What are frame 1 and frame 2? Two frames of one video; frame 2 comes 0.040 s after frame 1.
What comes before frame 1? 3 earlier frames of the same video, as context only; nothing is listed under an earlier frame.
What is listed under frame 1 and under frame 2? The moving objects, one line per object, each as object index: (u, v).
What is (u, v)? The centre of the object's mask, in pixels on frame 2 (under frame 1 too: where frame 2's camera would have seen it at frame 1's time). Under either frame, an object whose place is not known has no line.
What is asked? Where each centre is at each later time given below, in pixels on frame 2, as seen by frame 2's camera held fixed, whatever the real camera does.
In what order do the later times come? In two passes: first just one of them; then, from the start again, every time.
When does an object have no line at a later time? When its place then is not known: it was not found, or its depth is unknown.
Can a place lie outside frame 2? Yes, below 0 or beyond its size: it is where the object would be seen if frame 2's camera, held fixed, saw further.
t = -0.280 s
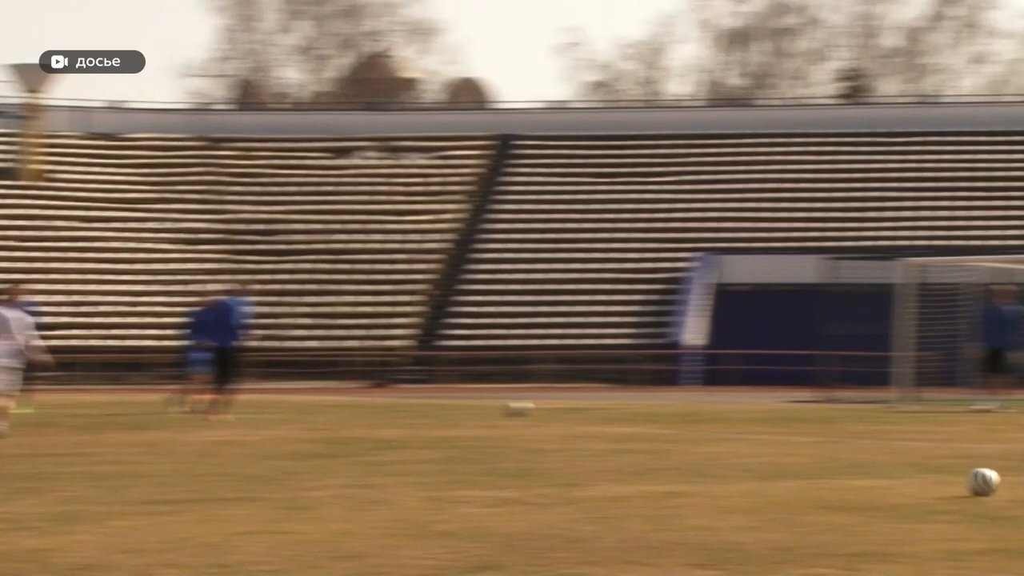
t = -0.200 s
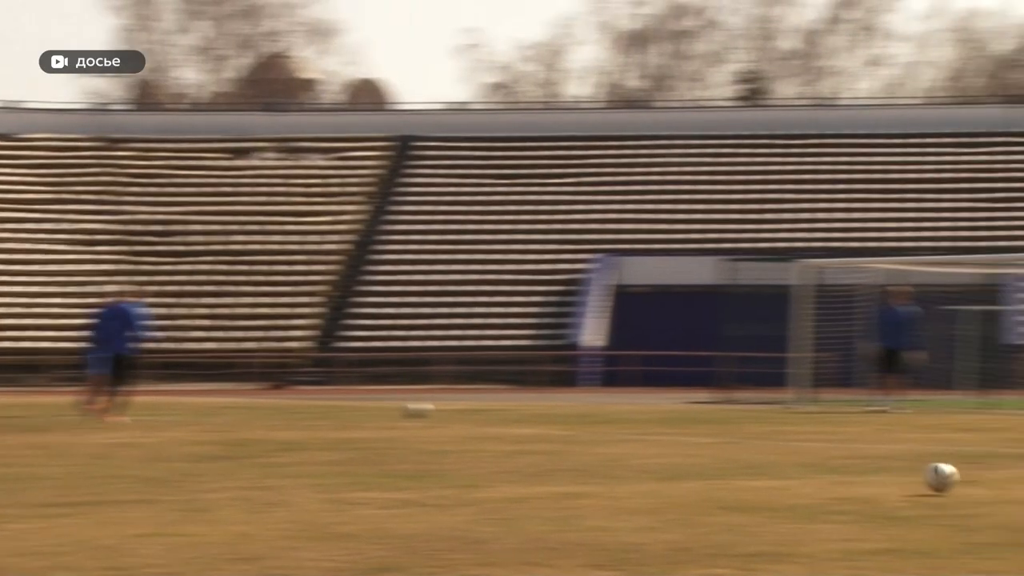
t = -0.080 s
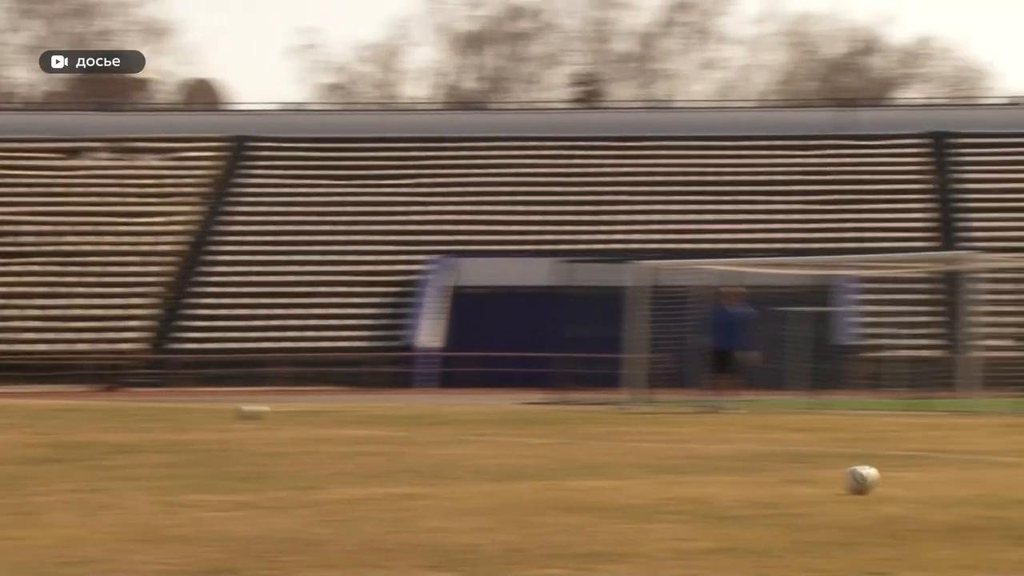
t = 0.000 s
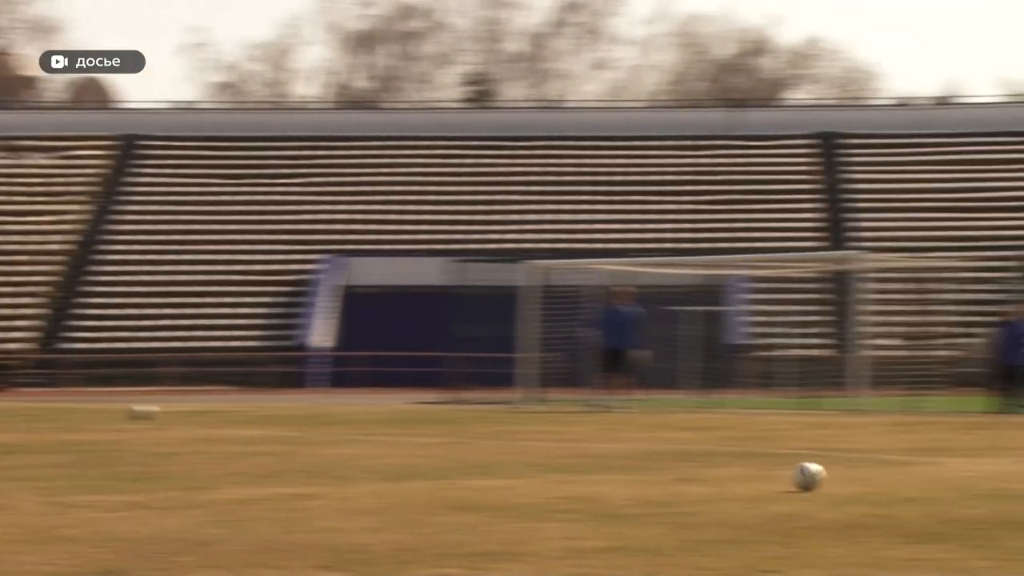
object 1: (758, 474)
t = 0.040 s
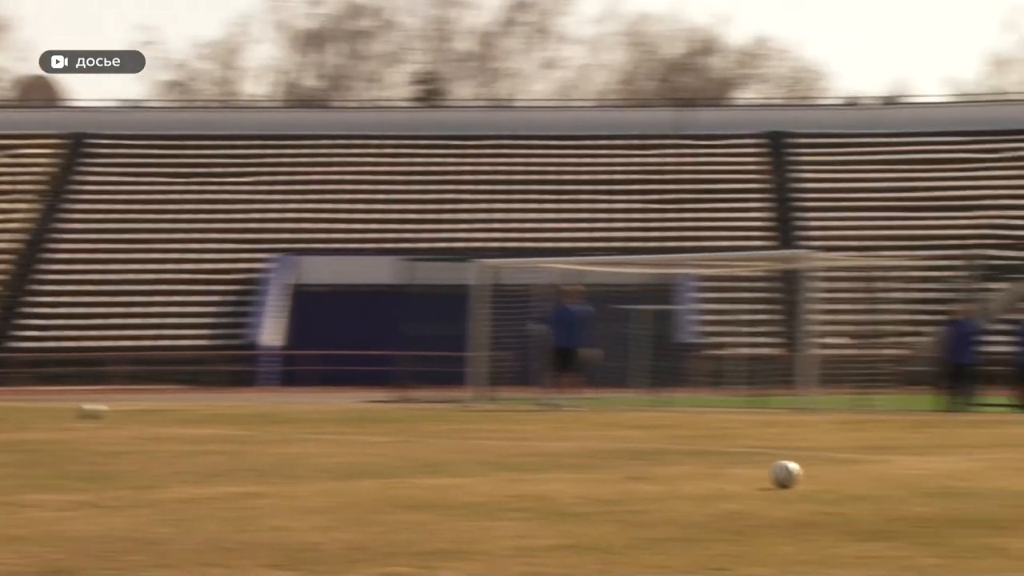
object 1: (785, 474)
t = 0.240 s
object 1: (914, 473)
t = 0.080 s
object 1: (811, 474)
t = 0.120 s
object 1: (837, 471)
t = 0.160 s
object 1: (863, 470)
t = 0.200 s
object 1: (889, 470)
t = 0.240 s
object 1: (914, 473)
